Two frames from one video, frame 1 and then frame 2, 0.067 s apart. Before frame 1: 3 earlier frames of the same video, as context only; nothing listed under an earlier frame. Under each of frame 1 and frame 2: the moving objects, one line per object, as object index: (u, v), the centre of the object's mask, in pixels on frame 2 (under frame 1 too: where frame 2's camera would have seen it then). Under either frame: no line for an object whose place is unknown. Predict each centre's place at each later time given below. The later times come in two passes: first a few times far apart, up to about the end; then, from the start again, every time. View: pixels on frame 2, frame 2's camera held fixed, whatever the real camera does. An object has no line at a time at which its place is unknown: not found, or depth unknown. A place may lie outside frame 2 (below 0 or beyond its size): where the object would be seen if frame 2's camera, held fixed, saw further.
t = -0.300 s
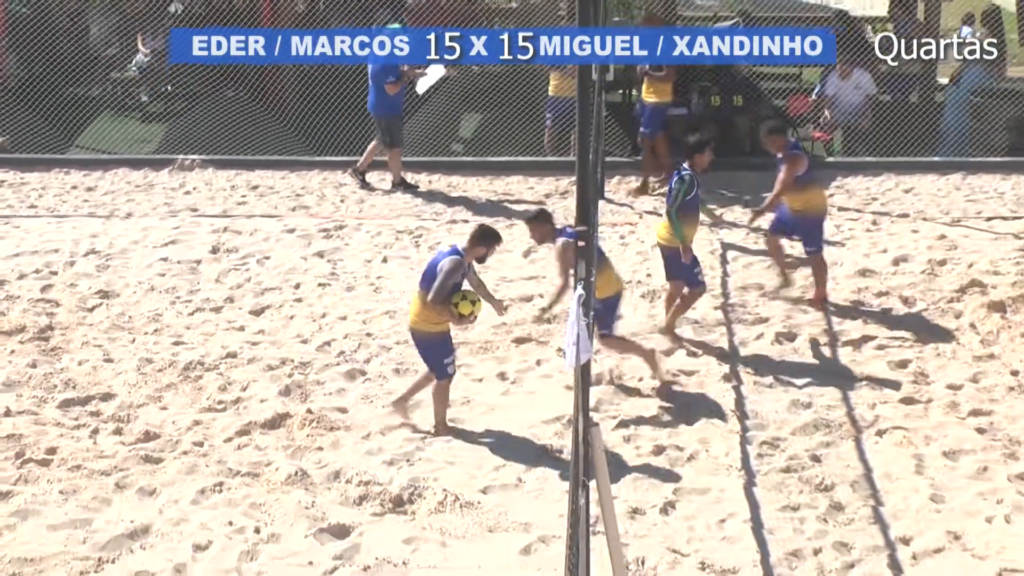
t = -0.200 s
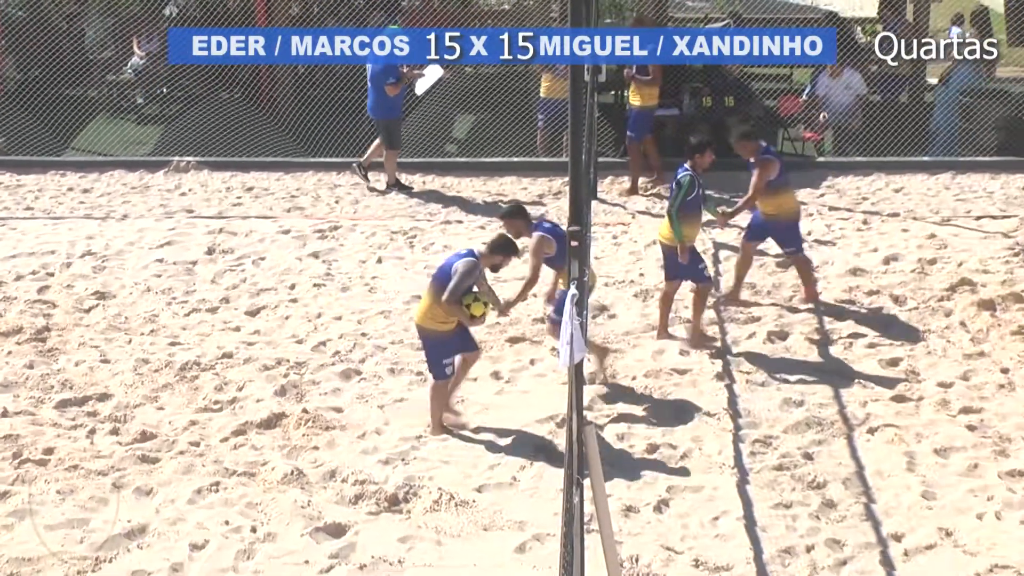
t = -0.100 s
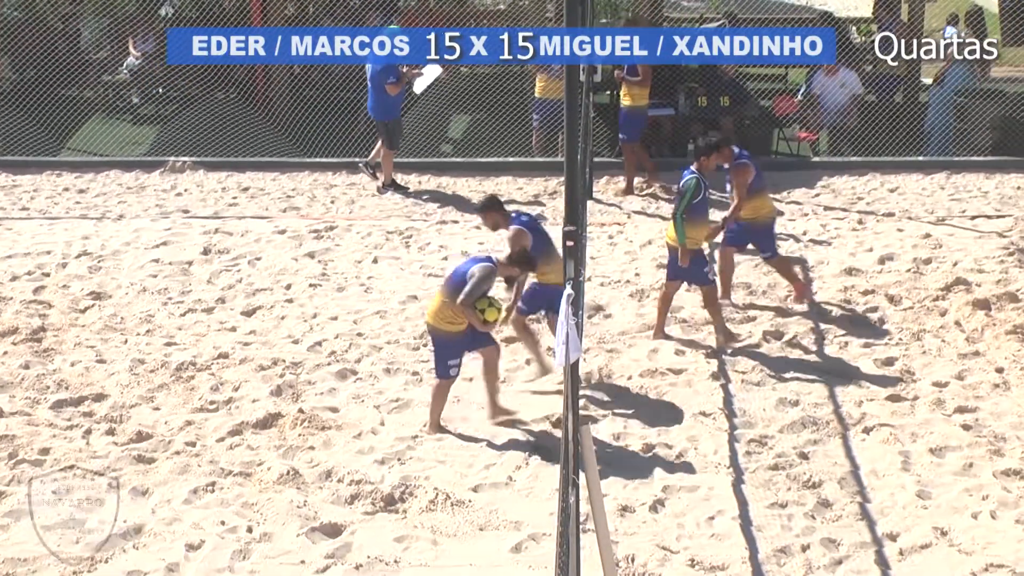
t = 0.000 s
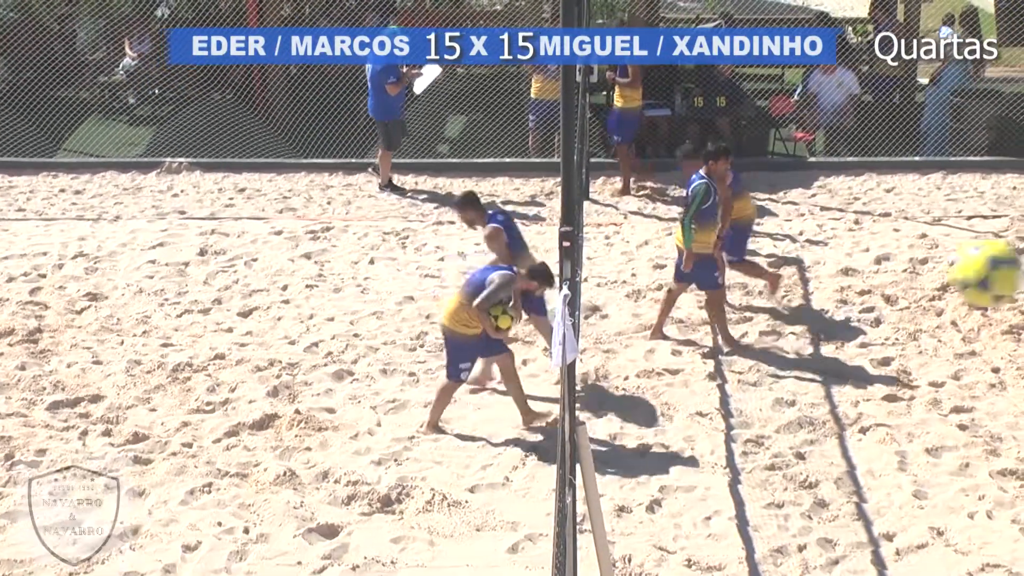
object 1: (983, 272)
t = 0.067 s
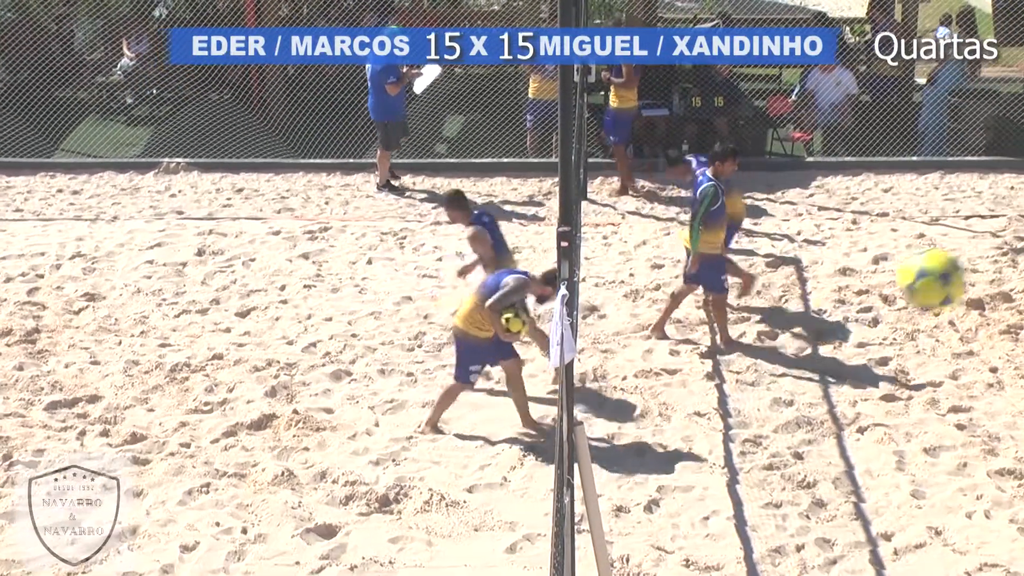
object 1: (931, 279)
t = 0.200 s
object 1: (831, 329)
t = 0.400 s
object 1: (707, 472)
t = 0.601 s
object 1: (562, 527)
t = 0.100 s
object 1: (905, 288)
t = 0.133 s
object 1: (880, 298)
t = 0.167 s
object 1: (857, 312)
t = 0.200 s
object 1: (831, 329)
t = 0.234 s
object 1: (810, 347)
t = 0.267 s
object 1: (789, 367)
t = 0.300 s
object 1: (766, 391)
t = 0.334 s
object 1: (745, 419)
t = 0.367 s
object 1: (724, 446)
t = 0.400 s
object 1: (707, 472)
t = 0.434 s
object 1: (685, 506)
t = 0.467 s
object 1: (667, 539)
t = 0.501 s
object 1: (649, 561)
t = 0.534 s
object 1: (622, 564)
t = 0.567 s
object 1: (588, 550)
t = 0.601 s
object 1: (562, 527)
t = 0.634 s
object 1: (541, 507)
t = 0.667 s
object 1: (519, 487)
